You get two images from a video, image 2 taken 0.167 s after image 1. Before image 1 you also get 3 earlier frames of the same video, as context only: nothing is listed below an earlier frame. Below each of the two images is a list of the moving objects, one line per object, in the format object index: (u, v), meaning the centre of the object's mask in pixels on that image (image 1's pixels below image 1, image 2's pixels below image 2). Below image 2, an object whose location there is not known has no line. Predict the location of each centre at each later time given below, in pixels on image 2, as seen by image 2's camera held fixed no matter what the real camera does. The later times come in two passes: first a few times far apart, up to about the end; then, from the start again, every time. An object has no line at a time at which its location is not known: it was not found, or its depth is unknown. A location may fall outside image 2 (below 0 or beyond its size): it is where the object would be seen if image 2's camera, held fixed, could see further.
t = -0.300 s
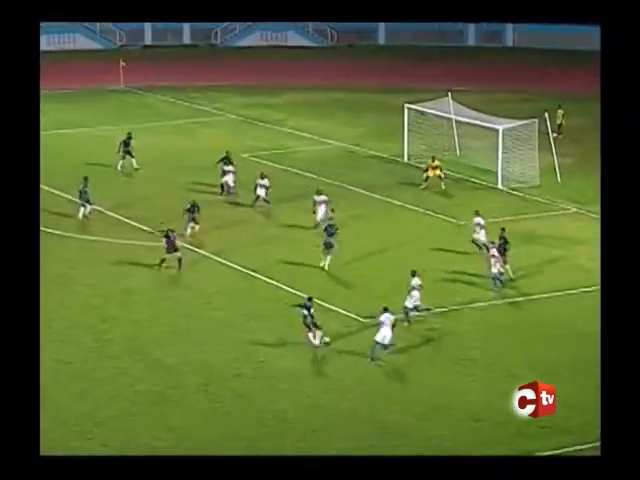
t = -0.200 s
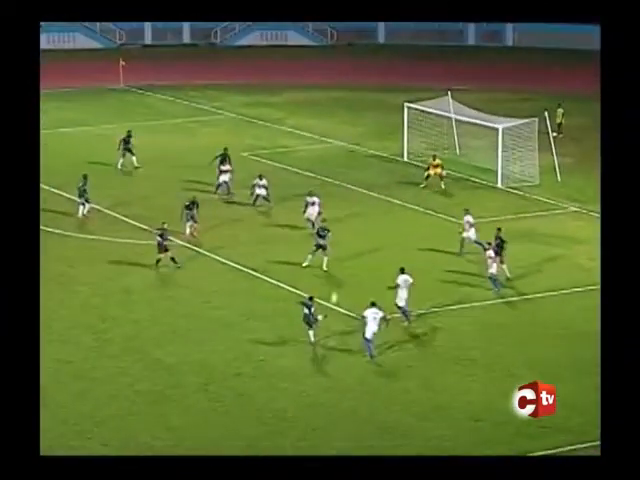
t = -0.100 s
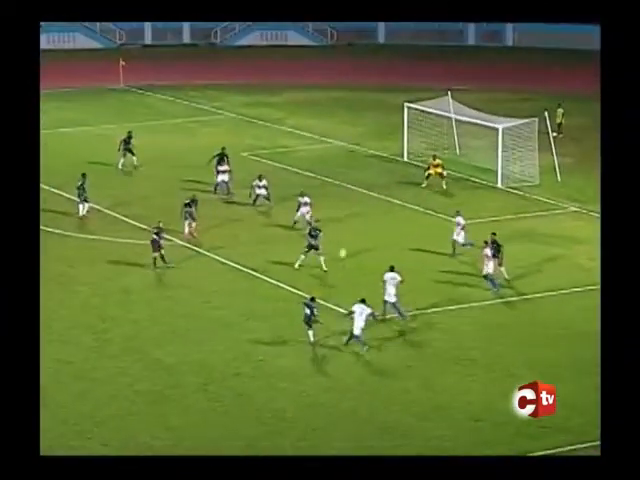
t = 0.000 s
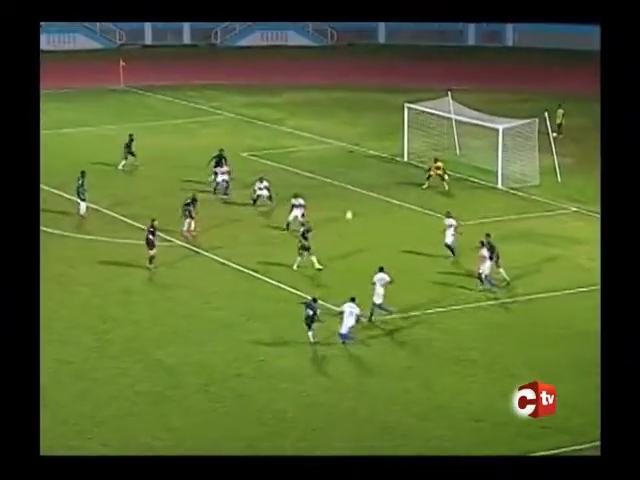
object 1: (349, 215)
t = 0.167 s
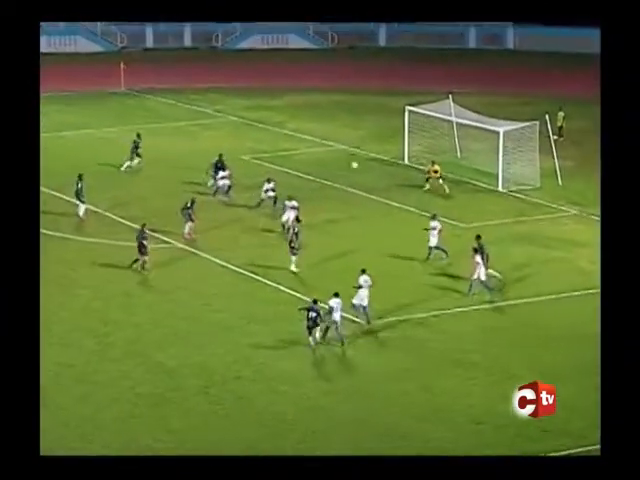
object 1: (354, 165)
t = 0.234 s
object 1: (355, 147)
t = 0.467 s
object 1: (350, 101)
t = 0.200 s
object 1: (355, 156)
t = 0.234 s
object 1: (355, 147)
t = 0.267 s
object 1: (356, 140)
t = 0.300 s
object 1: (355, 132)
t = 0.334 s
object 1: (354, 124)
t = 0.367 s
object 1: (354, 119)
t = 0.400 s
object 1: (353, 113)
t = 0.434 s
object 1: (352, 107)
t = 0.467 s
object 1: (350, 101)
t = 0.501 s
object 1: (349, 98)
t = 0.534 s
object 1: (348, 92)
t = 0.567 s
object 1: (348, 89)
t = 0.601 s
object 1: (348, 85)
